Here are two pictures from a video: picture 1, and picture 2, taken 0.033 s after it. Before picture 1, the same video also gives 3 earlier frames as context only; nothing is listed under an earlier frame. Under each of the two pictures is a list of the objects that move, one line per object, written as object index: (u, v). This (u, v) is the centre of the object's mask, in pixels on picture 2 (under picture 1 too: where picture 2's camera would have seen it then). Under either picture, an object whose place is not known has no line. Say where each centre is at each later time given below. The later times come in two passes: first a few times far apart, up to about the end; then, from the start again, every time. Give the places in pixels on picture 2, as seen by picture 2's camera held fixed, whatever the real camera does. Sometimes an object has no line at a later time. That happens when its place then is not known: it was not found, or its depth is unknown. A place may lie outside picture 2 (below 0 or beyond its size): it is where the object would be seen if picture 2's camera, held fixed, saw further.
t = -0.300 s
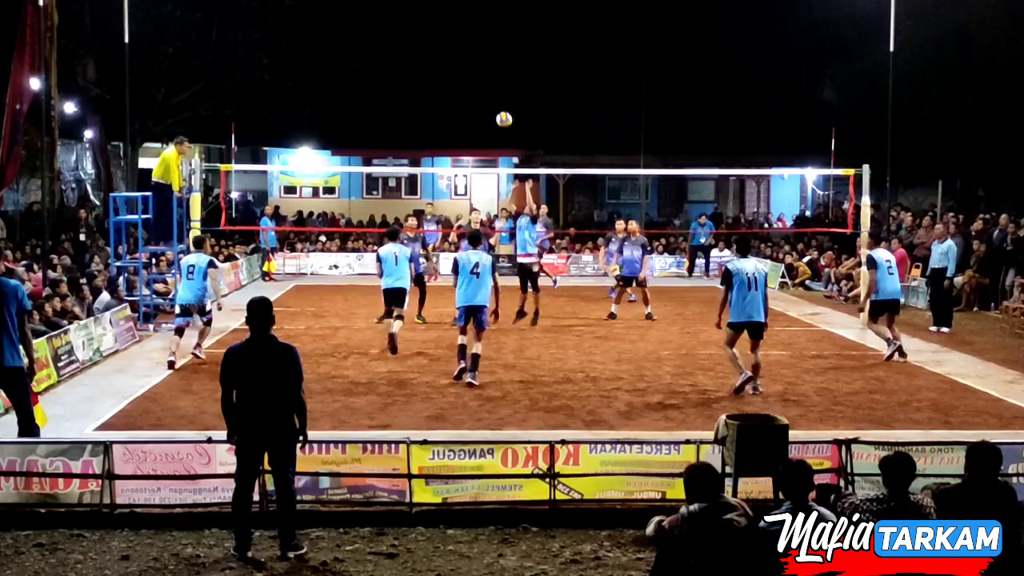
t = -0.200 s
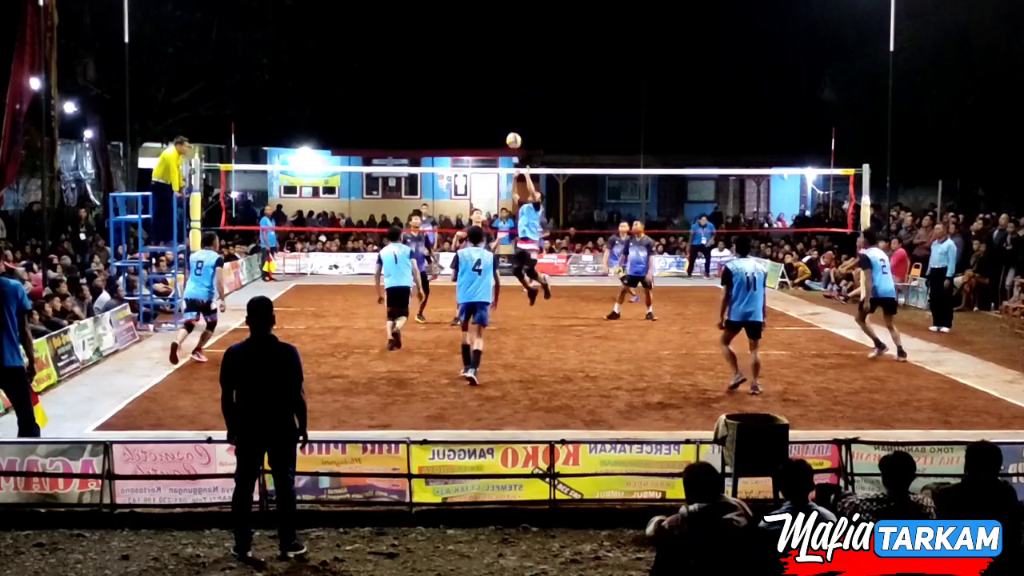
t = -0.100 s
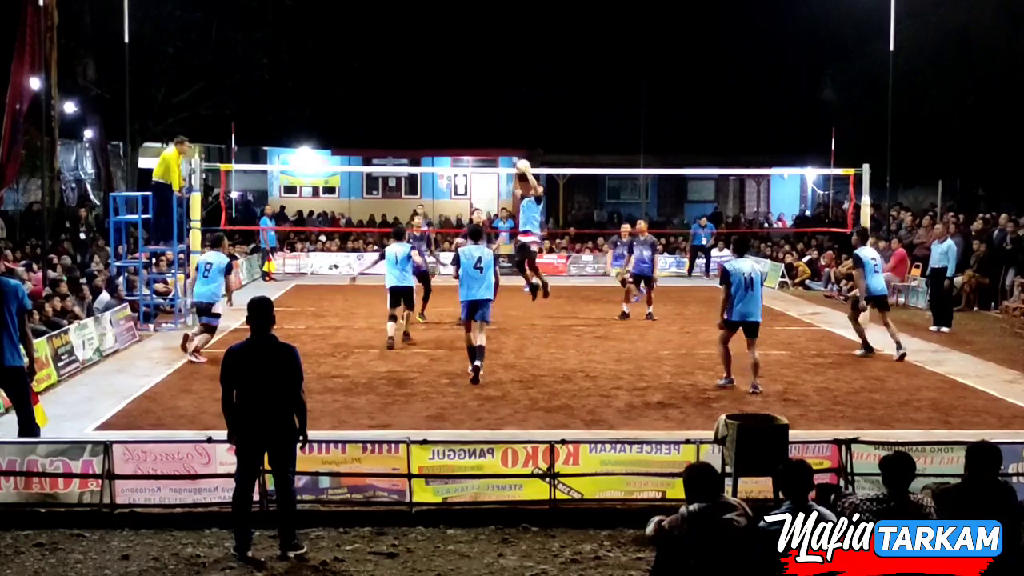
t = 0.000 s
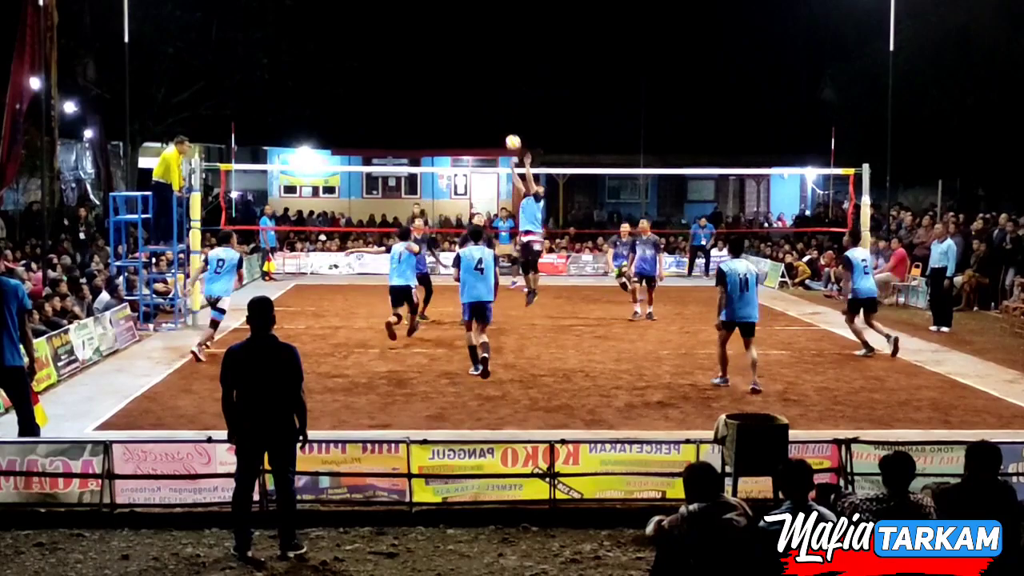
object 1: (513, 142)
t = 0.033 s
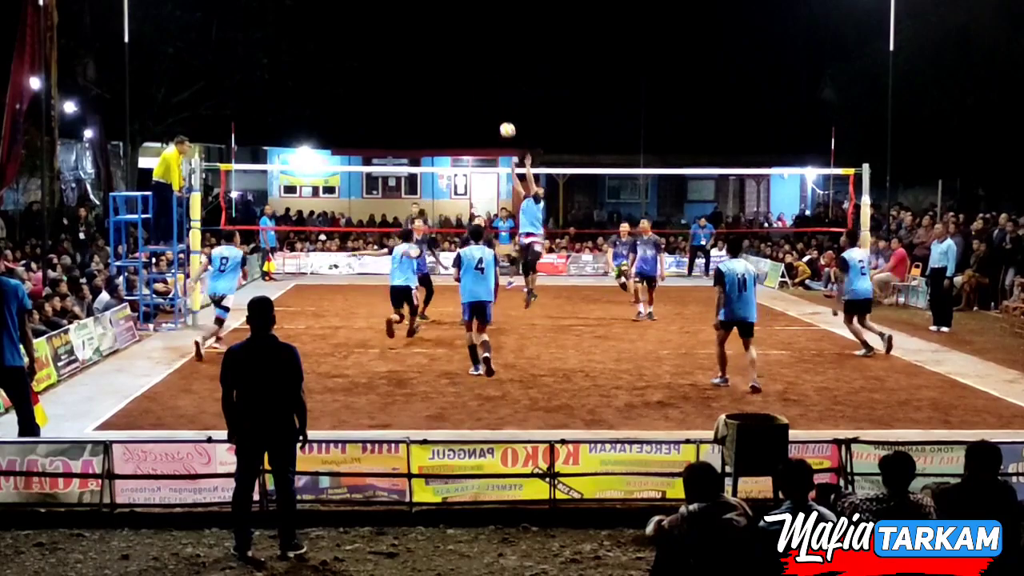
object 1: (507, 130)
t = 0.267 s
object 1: (467, 65)
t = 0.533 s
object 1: (422, 35)
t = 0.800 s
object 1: (377, 54)
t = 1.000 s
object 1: (344, 99)
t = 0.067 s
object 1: (502, 118)
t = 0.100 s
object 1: (496, 107)
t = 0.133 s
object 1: (490, 97)
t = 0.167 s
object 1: (484, 88)
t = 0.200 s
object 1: (478, 79)
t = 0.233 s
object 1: (473, 72)
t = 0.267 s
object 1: (467, 65)
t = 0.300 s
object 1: (461, 58)
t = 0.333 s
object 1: (456, 53)
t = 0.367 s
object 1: (450, 48)
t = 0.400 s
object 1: (444, 44)
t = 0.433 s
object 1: (439, 41)
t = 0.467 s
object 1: (433, 38)
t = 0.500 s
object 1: (427, 36)
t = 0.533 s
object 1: (422, 35)
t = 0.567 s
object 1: (416, 35)
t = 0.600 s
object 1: (410, 35)
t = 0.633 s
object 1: (405, 37)
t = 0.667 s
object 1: (399, 39)
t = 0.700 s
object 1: (393, 41)
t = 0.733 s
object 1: (388, 45)
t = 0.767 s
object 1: (382, 49)
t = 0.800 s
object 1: (377, 54)
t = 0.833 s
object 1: (371, 60)
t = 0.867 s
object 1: (366, 66)
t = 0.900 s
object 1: (360, 73)
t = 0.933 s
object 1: (355, 81)
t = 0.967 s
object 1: (349, 89)
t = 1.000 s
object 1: (344, 99)
